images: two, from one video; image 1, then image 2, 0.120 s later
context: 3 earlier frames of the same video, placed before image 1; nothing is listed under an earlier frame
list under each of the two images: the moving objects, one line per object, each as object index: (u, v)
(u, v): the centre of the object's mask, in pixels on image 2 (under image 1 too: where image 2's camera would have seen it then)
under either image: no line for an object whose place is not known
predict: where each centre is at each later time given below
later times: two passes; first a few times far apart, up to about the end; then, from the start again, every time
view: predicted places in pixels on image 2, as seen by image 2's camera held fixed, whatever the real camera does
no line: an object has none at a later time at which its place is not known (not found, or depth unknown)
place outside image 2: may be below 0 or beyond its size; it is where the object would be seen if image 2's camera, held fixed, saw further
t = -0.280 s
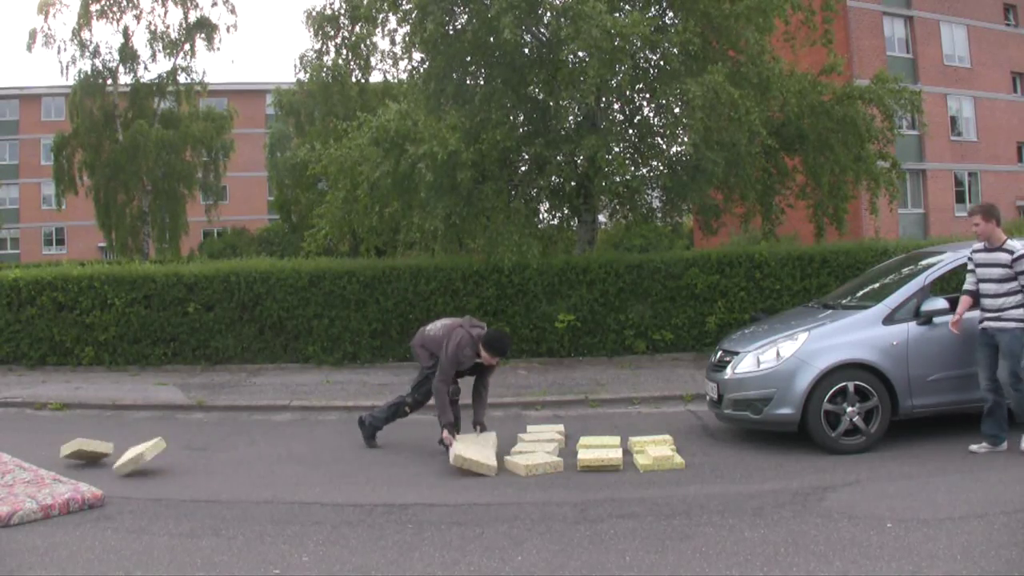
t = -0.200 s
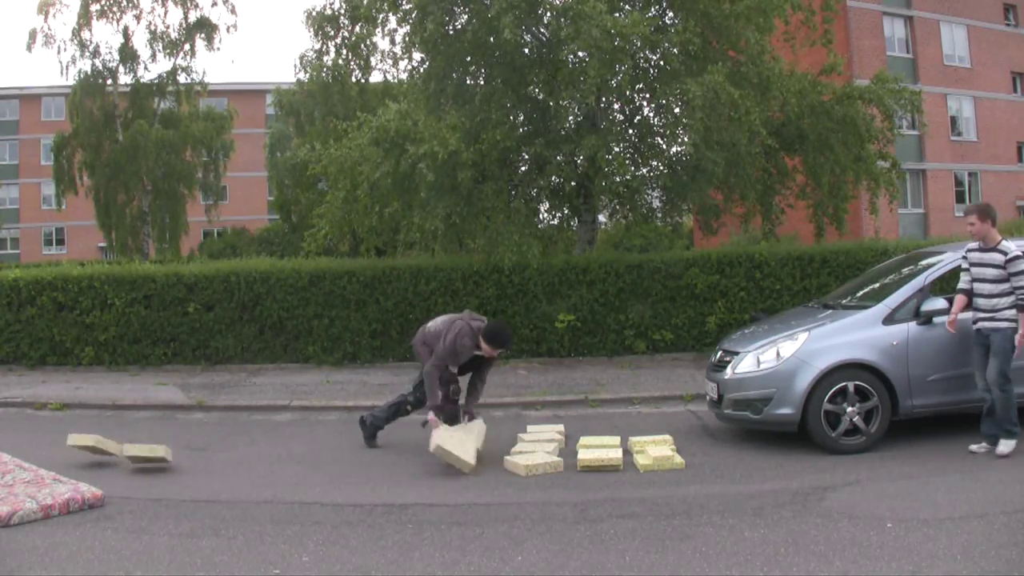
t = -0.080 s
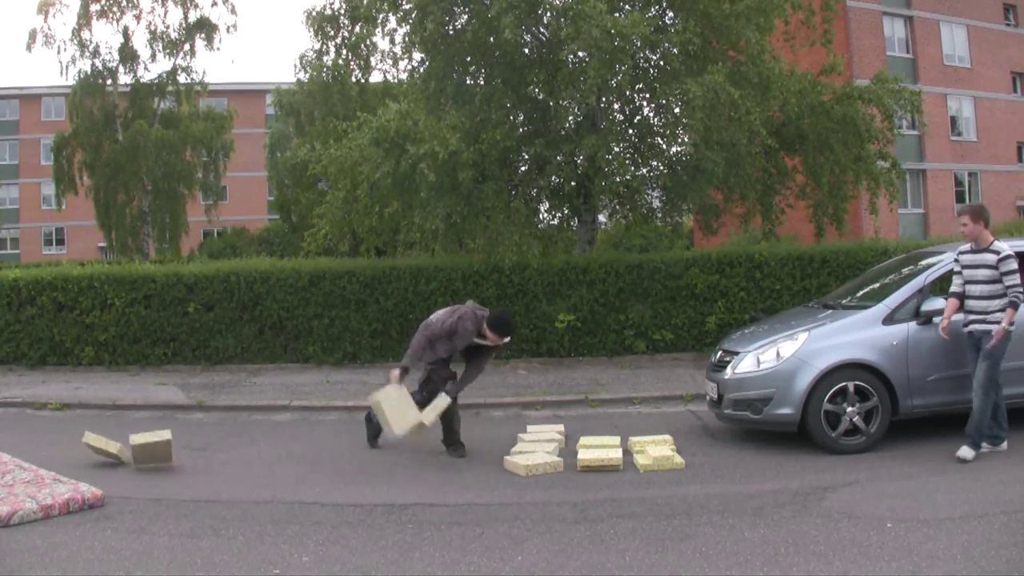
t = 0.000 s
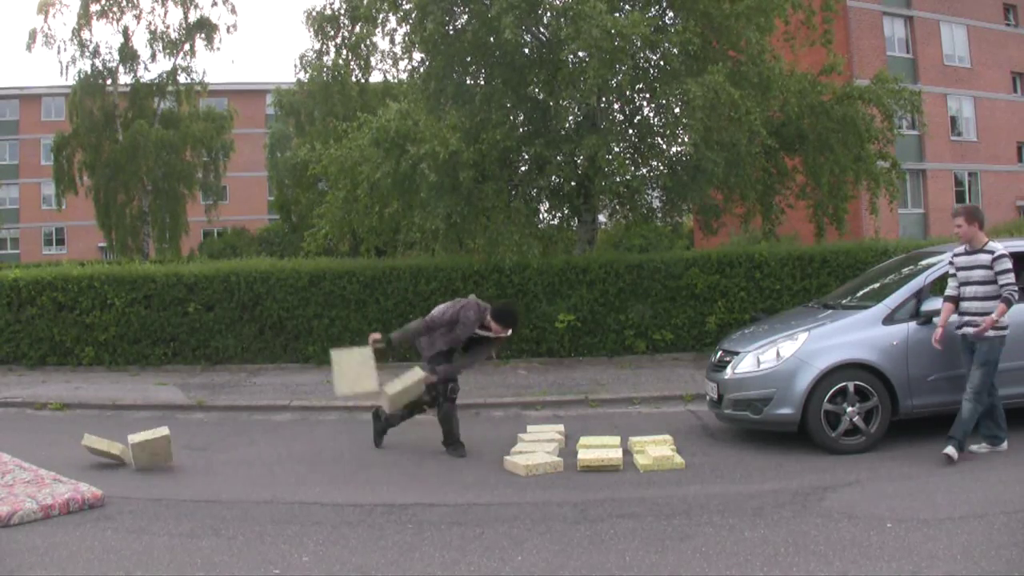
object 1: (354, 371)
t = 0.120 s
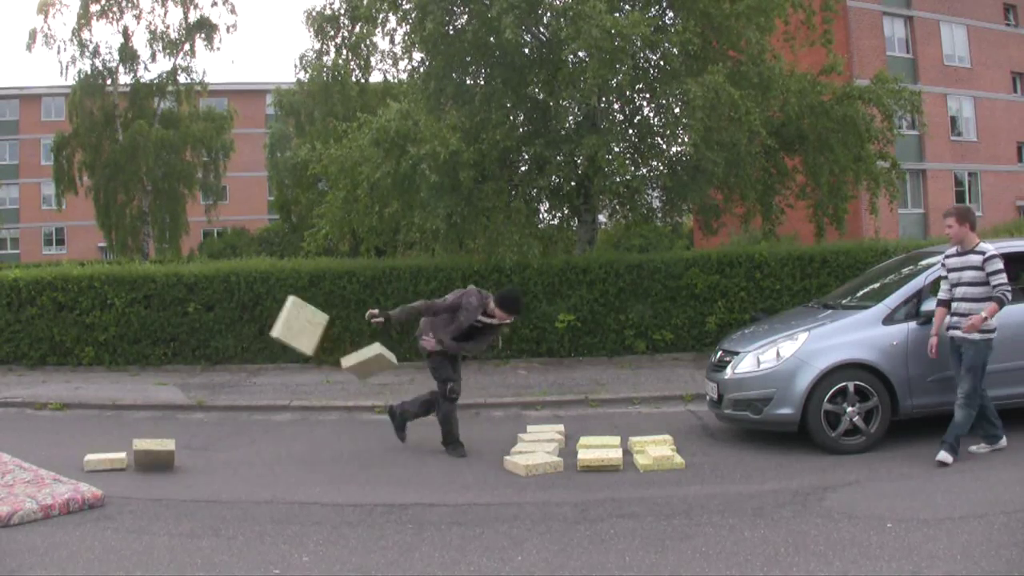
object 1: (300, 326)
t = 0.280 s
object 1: (236, 298)
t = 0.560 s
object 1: (142, 334)
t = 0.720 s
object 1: (98, 399)
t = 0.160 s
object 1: (283, 315)
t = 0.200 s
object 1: (267, 307)
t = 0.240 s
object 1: (251, 301)
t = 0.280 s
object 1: (236, 298)
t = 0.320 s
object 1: (221, 296)
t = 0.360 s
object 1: (207, 297)
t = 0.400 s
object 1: (193, 300)
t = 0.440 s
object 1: (179, 305)
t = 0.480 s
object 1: (167, 313)
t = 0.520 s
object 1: (154, 322)
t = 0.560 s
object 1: (142, 334)
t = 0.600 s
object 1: (130, 347)
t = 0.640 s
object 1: (119, 363)
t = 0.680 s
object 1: (108, 380)
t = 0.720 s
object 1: (98, 399)
